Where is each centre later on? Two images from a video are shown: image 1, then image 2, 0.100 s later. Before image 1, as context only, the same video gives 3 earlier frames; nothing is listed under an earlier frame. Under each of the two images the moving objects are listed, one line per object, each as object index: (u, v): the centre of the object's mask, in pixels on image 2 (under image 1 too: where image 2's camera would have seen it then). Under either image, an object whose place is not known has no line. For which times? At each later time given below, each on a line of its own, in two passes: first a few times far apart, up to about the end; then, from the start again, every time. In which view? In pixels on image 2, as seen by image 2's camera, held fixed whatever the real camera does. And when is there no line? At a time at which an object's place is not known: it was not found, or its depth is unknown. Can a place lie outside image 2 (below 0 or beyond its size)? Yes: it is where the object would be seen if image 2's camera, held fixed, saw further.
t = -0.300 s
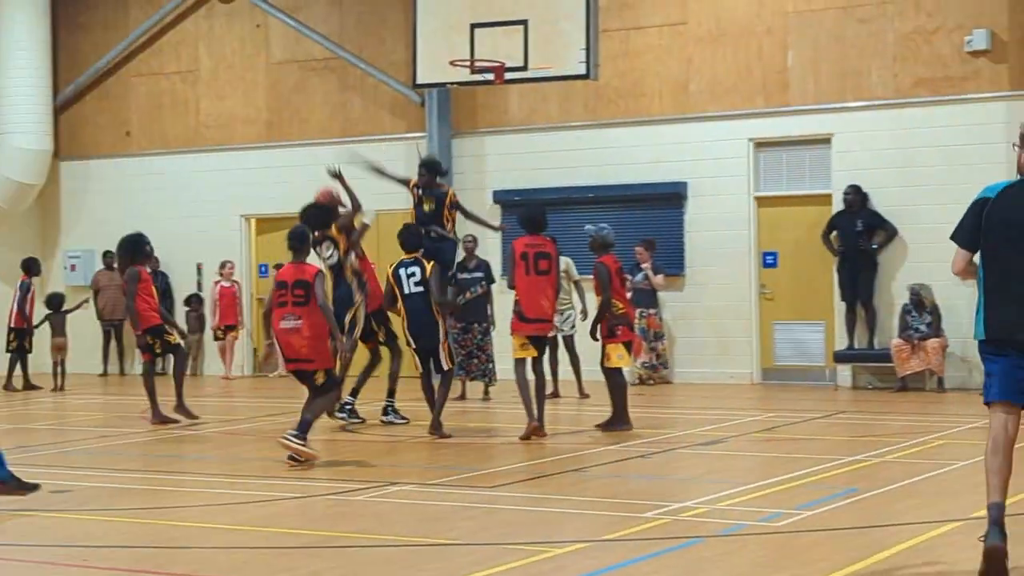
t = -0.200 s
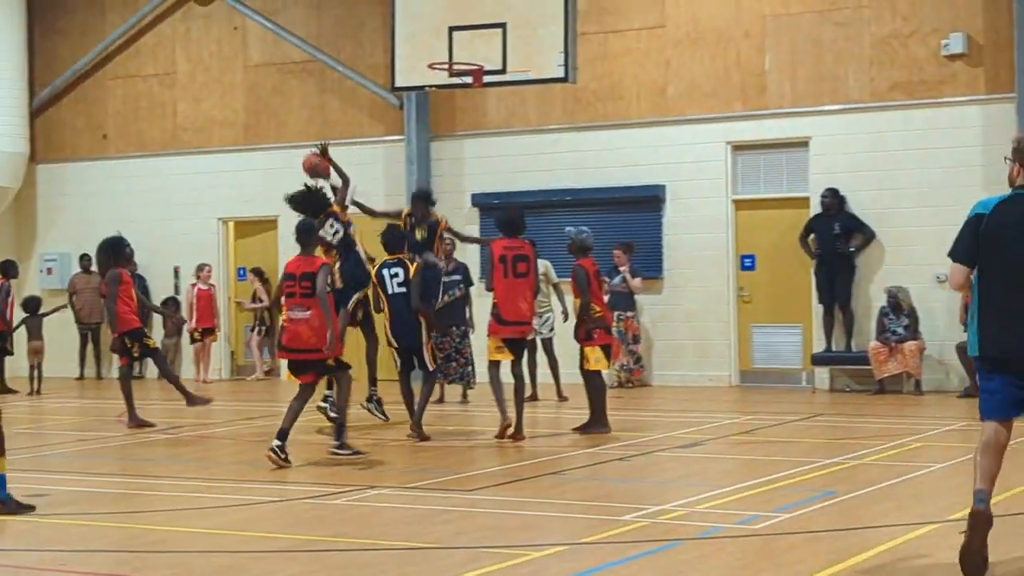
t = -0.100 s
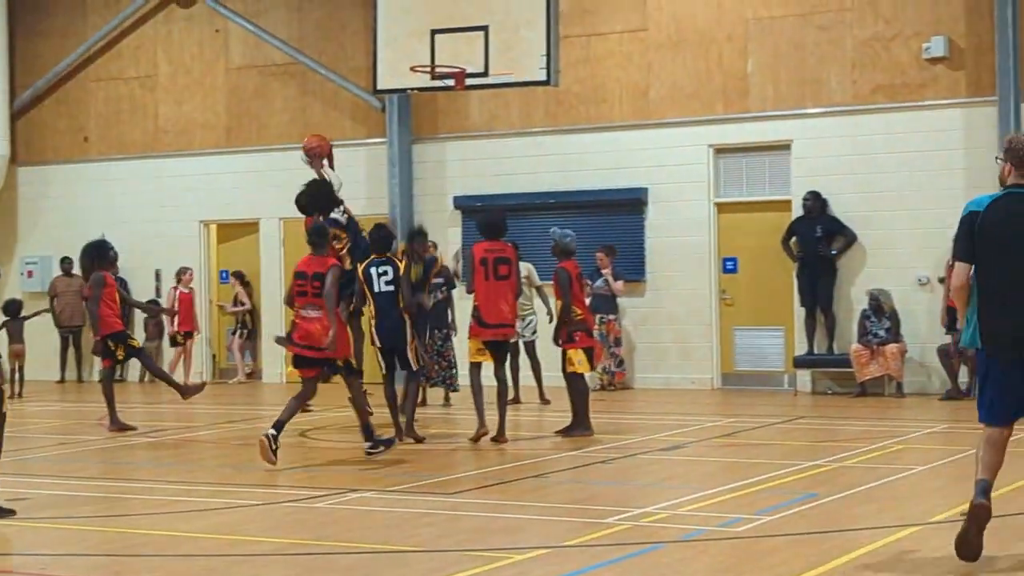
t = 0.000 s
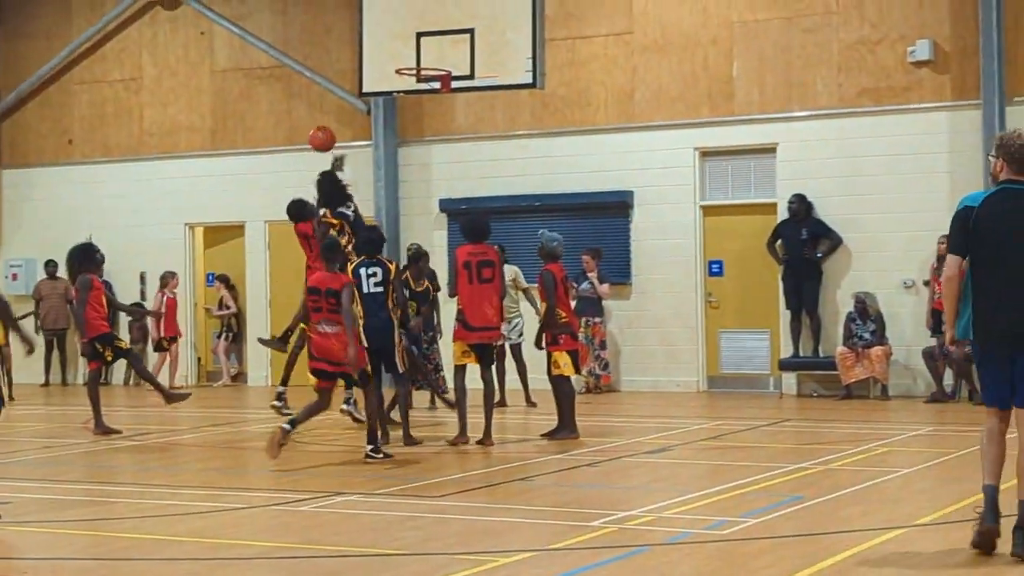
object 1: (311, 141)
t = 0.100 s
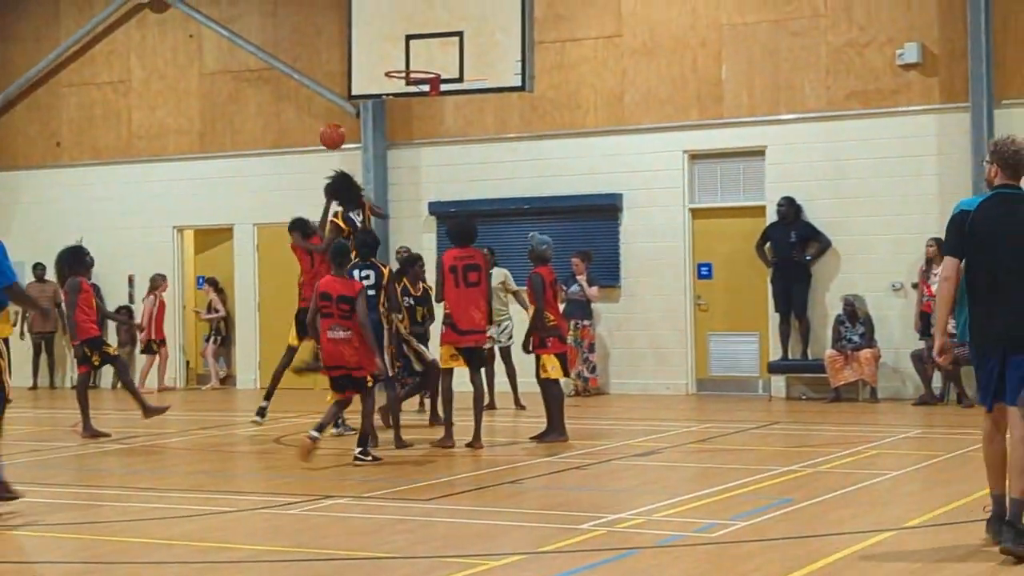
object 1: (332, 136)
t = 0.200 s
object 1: (354, 141)
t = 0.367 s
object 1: (388, 171)
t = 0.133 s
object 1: (339, 136)
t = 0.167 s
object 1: (347, 138)
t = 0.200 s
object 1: (354, 141)
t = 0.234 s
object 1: (361, 145)
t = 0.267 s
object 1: (368, 149)
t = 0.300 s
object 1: (375, 155)
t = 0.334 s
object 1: (382, 163)
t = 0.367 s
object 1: (388, 171)
